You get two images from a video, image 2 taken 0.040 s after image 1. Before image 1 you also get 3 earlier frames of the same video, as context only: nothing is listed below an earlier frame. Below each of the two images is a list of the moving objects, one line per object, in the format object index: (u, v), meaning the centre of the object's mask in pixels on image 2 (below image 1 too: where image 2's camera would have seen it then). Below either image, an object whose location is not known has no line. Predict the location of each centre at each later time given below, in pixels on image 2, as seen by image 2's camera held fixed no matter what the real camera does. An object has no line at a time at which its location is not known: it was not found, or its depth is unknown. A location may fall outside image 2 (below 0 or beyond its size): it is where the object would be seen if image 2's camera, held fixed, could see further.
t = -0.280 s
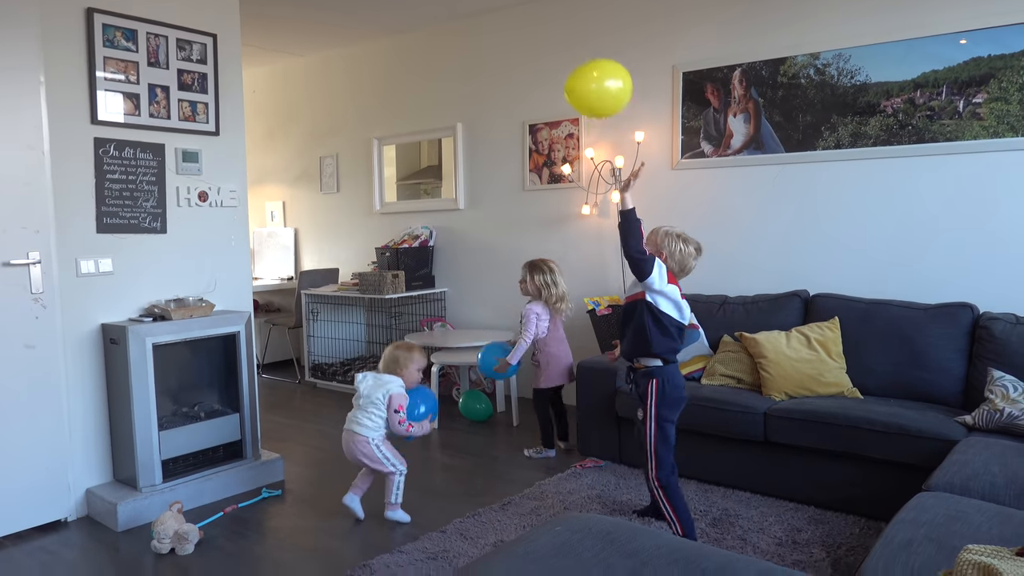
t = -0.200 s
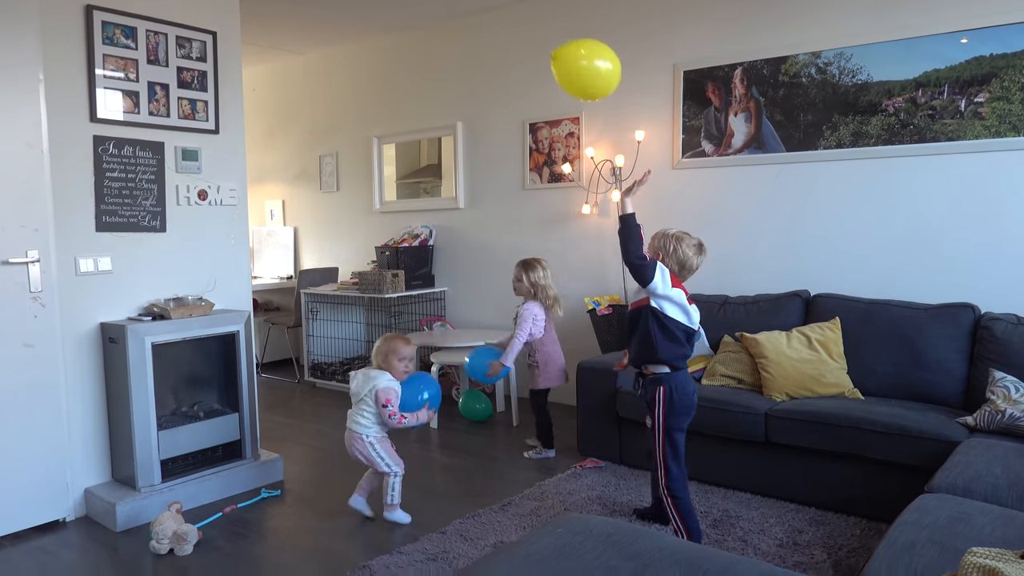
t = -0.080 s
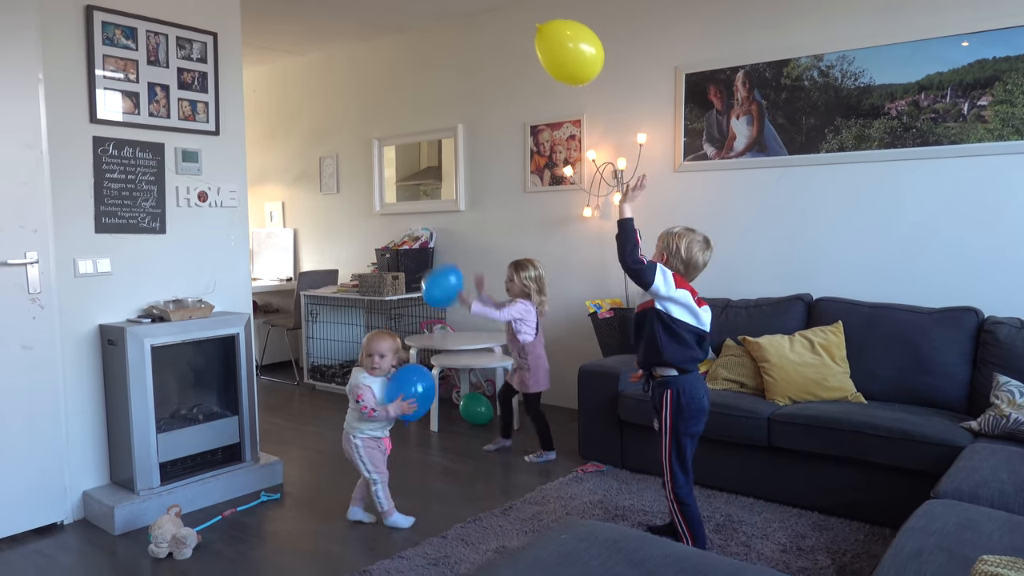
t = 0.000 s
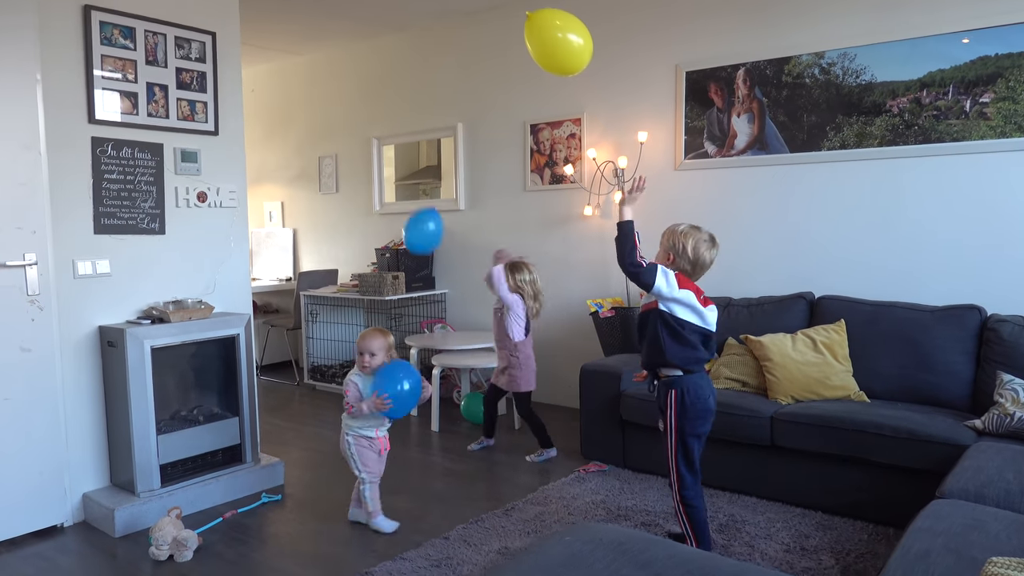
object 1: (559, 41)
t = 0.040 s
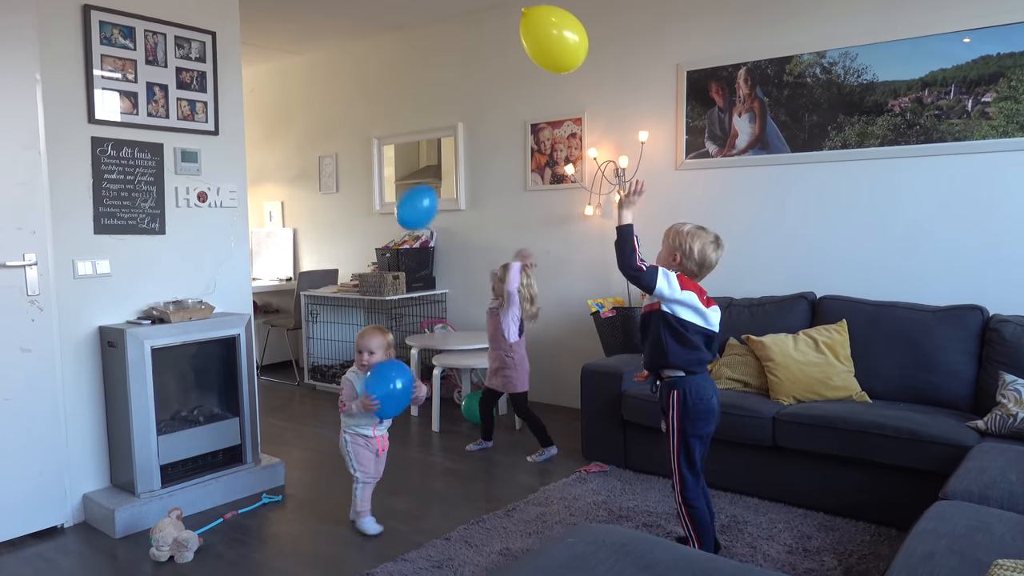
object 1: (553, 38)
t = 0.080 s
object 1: (548, 37)
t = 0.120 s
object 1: (543, 36)
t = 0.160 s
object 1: (538, 37)
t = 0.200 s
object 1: (534, 39)
